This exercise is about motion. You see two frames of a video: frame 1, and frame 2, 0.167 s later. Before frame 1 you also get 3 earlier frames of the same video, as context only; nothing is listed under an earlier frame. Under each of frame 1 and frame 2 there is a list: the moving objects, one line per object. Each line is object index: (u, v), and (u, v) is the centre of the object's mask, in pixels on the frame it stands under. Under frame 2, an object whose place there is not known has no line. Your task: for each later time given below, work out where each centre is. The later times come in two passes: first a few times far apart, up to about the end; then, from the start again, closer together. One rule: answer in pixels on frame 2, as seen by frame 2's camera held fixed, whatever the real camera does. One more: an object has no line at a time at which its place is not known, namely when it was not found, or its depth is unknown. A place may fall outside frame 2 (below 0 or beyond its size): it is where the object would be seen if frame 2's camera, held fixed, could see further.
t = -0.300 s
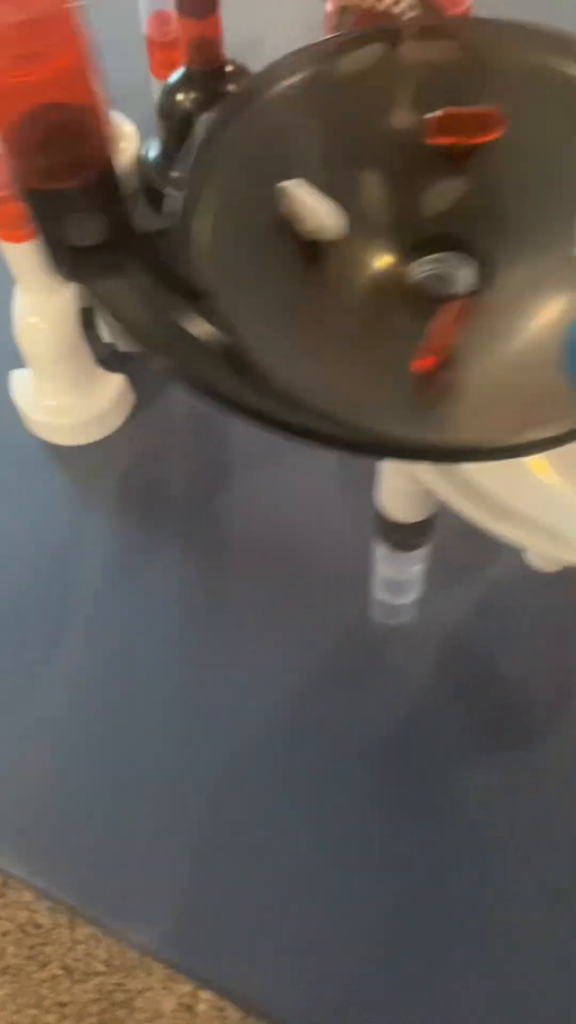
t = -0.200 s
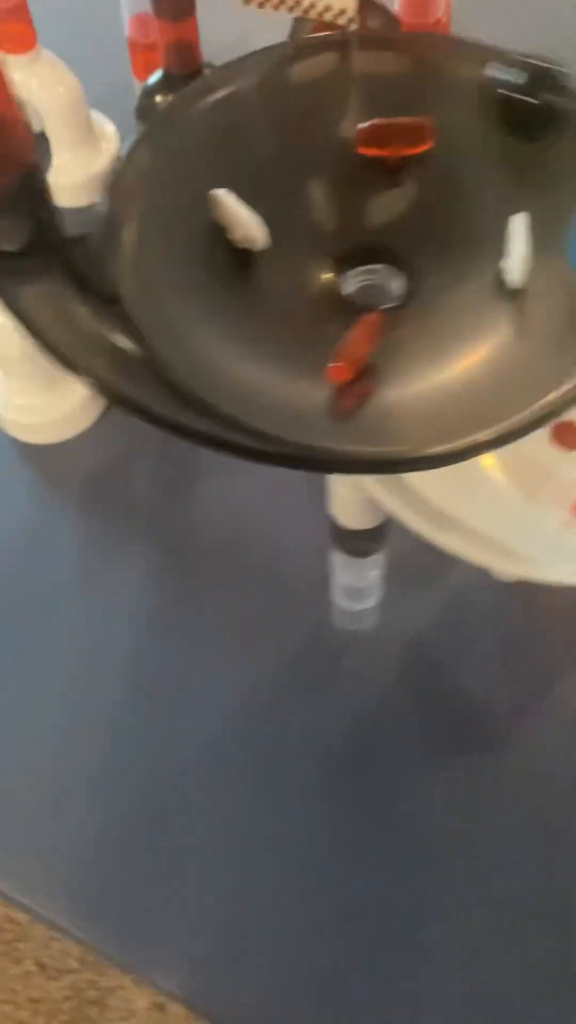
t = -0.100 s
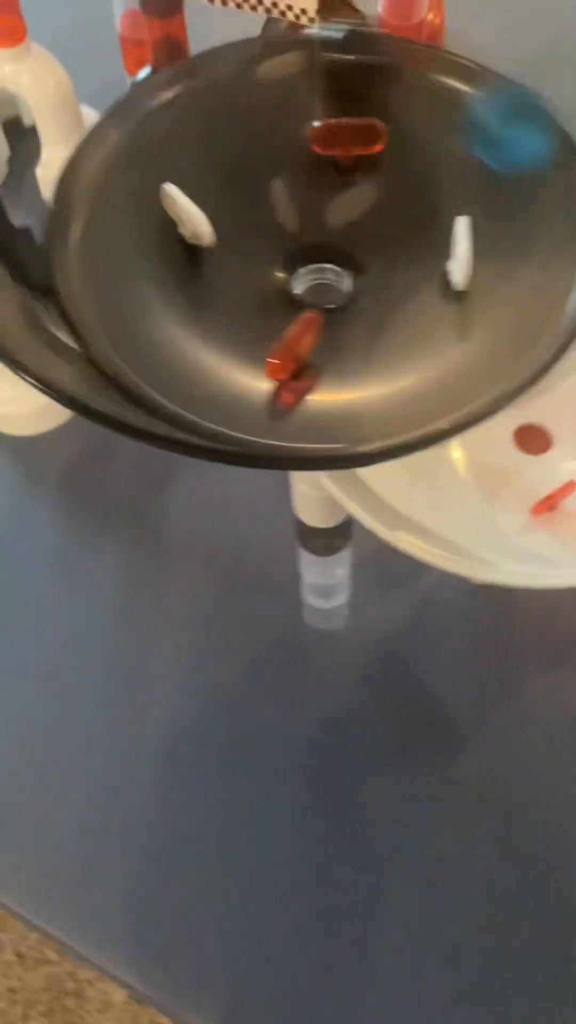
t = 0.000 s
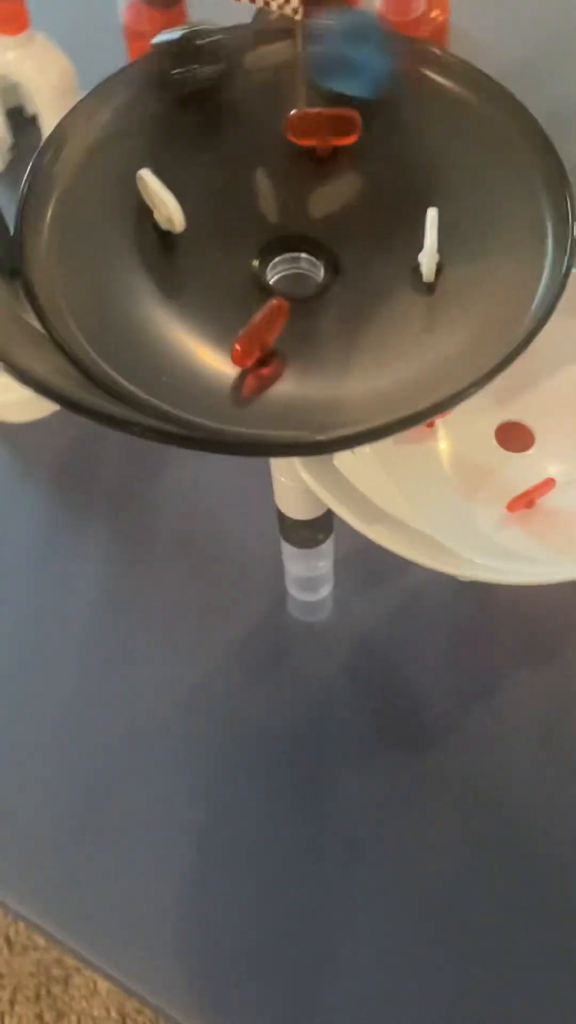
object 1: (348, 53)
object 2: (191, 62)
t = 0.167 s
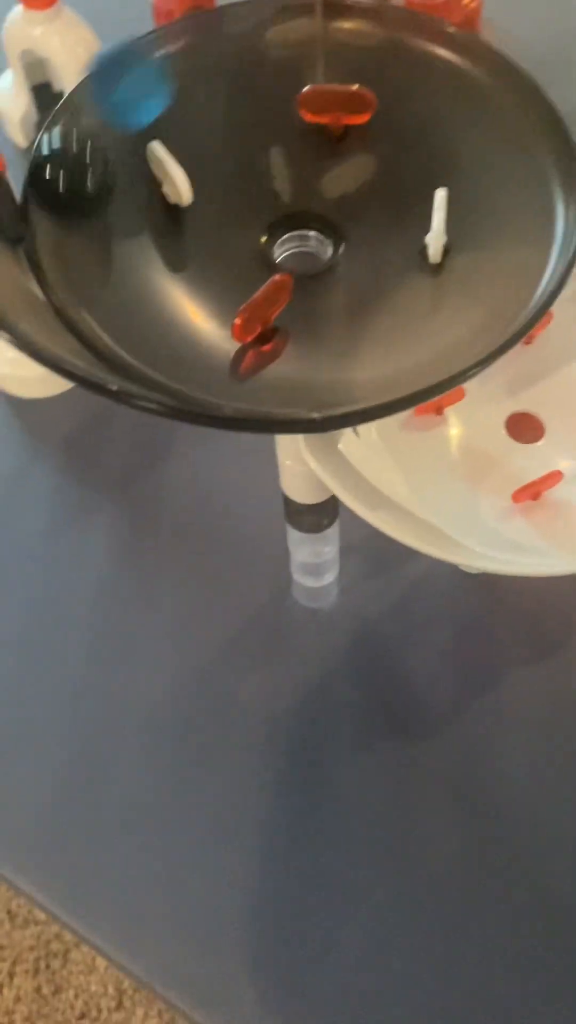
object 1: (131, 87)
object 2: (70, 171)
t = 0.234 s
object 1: (75, 154)
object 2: (80, 245)
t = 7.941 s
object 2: (315, 158)
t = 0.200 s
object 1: (96, 121)
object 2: (67, 210)
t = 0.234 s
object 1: (75, 154)
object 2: (80, 245)
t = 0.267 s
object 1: (65, 194)
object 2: (100, 279)
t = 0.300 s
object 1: (73, 233)
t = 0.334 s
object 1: (91, 271)
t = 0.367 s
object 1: (118, 309)
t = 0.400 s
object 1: (155, 338)
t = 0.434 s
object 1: (197, 359)
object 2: (292, 375)
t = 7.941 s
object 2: (315, 158)
